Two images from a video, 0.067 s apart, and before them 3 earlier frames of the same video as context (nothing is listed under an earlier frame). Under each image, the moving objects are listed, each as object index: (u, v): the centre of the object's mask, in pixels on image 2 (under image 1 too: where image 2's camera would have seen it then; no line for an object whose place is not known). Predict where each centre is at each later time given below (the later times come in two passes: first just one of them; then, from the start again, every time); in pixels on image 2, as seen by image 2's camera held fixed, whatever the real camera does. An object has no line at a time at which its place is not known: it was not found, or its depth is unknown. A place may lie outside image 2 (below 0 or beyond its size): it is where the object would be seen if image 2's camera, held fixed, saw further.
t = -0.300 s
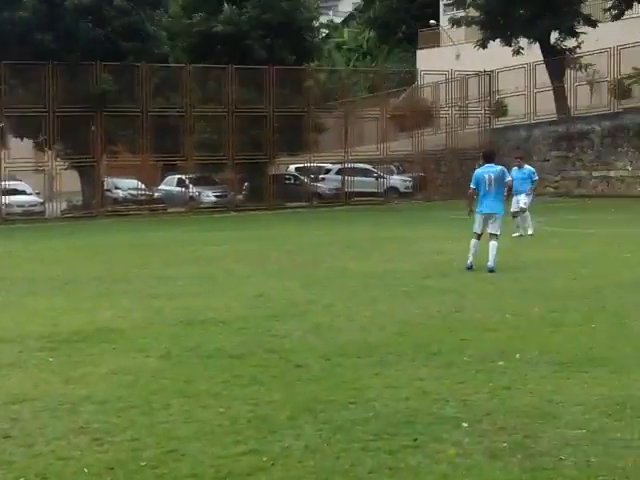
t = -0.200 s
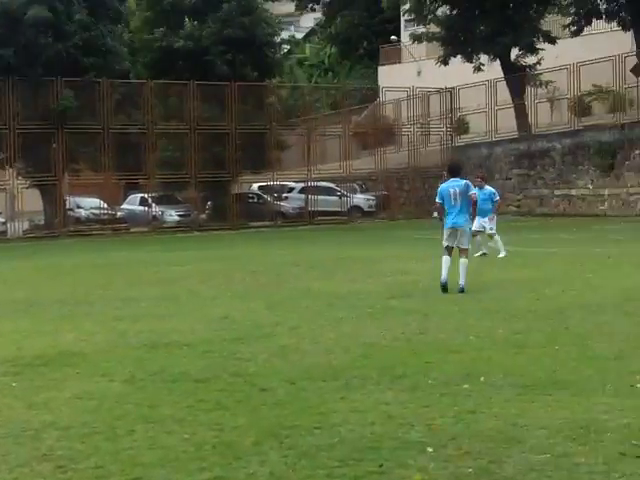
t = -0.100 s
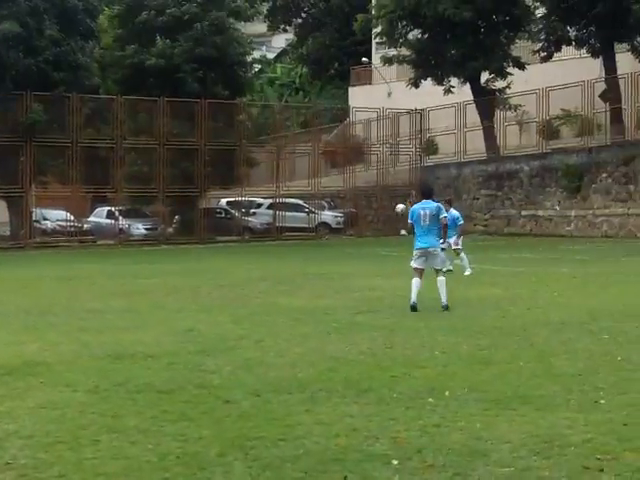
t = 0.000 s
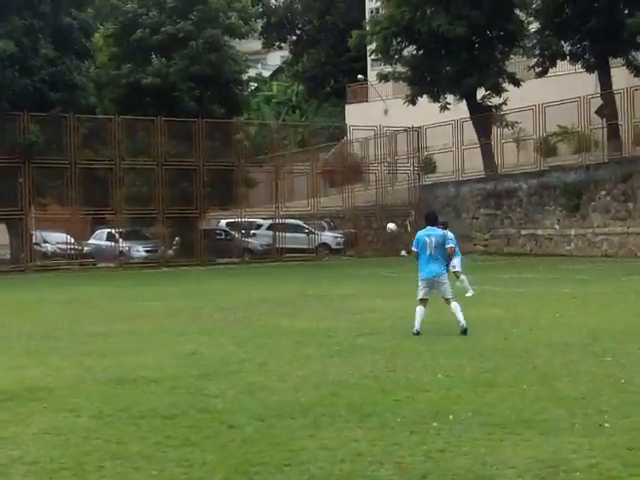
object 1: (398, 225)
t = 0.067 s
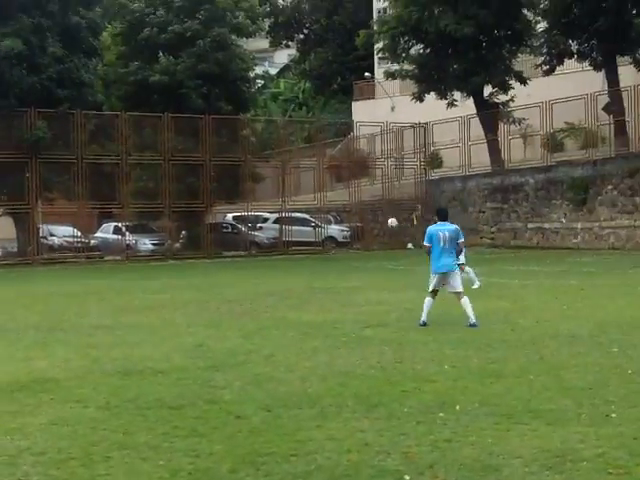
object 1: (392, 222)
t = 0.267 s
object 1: (376, 240)
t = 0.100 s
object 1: (390, 226)
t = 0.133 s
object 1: (387, 229)
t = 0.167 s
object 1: (384, 230)
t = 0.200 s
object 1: (382, 234)
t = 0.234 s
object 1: (378, 237)
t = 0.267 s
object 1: (376, 240)
